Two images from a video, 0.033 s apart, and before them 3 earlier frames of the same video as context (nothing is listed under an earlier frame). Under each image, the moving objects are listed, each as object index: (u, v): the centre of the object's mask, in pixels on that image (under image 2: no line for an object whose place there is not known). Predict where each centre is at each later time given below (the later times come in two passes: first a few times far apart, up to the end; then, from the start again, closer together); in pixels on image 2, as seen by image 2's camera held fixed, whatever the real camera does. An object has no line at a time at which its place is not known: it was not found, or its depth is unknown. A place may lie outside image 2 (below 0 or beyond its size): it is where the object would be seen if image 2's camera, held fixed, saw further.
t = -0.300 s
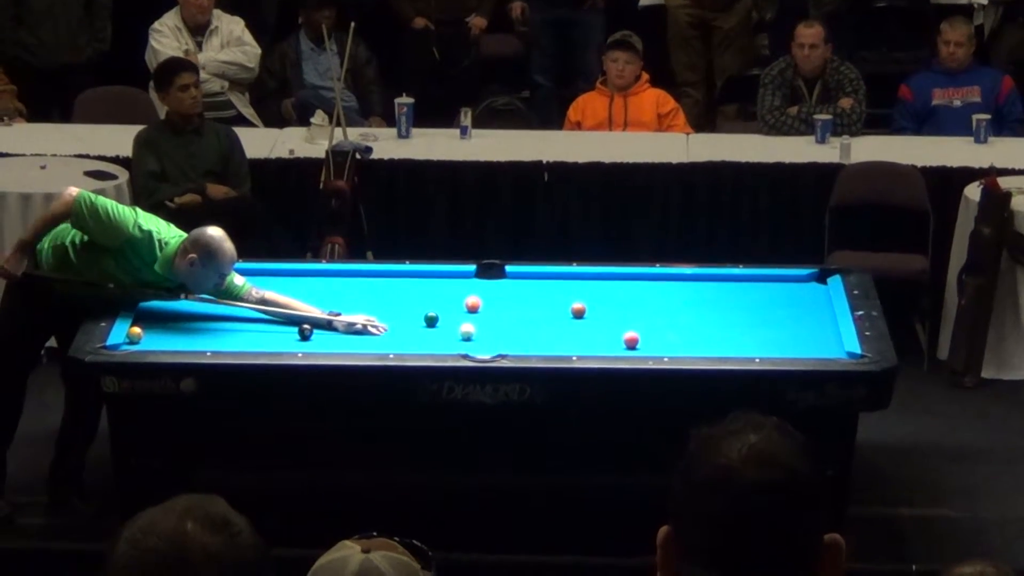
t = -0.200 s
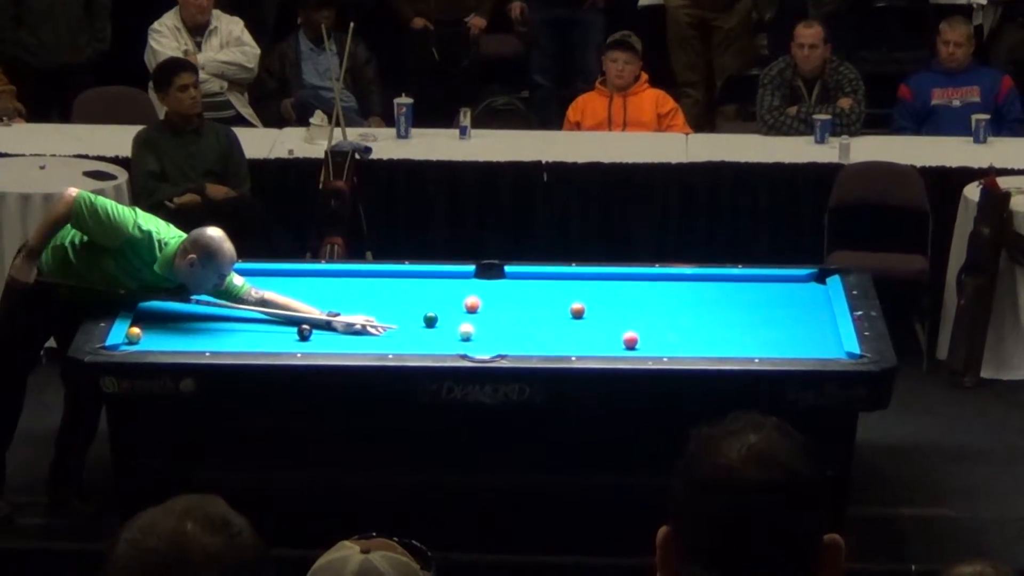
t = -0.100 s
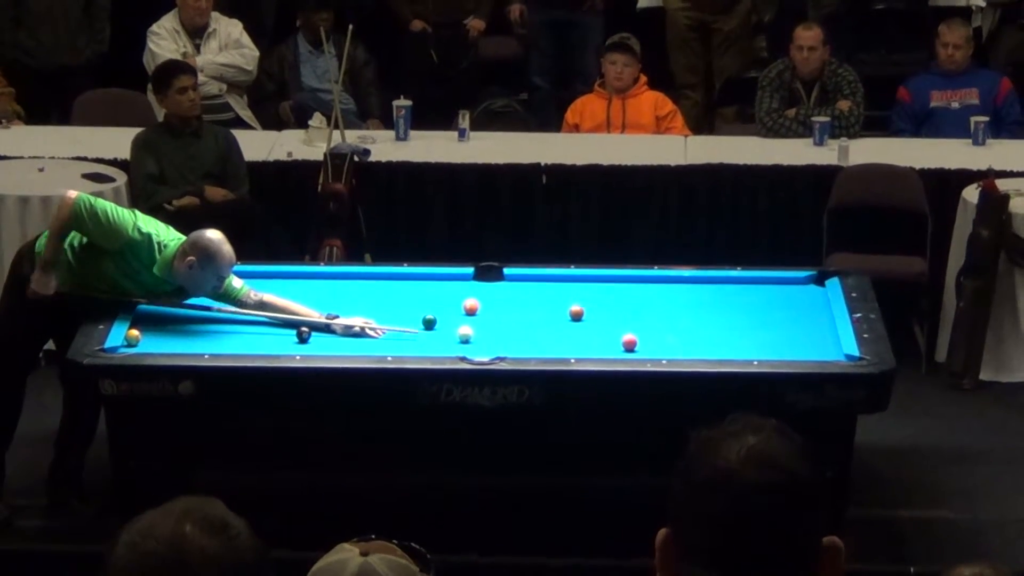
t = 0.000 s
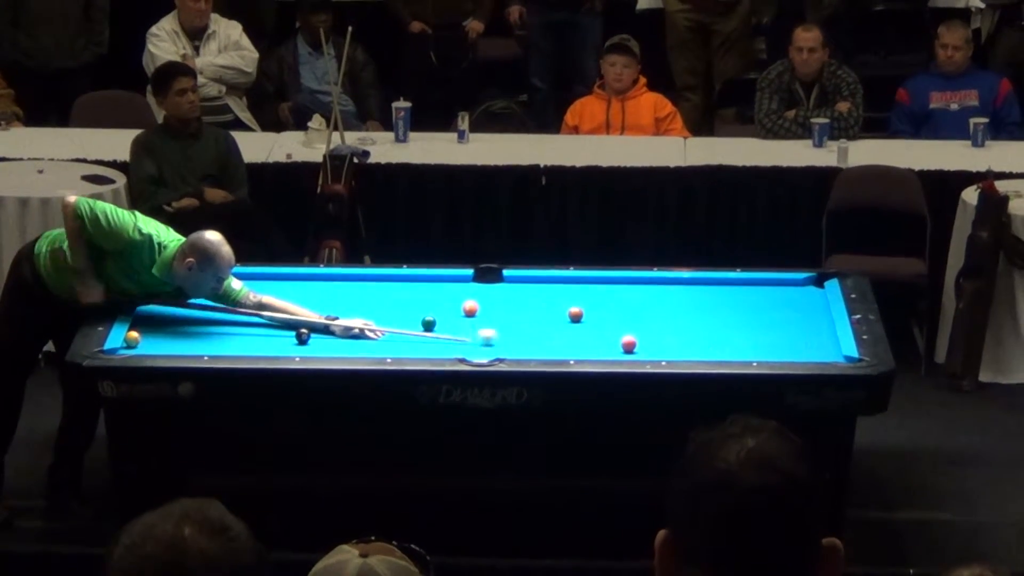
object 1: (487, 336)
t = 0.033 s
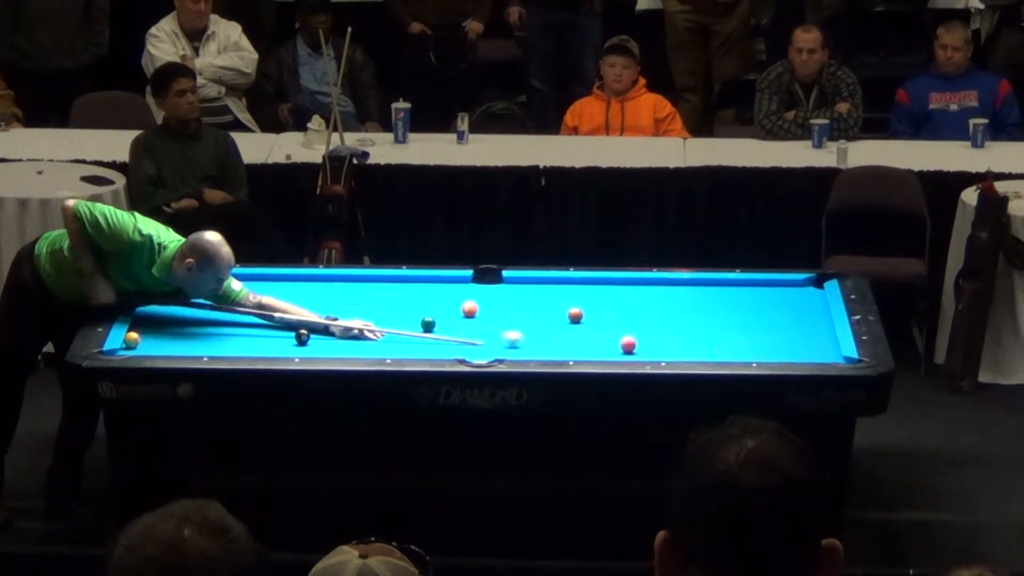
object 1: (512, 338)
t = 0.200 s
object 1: (612, 343)
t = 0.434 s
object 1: (608, 341)
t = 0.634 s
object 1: (605, 338)
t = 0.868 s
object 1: (603, 336)
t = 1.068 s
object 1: (600, 335)
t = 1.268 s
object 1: (598, 333)
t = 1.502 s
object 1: (596, 331)
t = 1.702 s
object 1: (594, 330)
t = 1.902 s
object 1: (593, 329)
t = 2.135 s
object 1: (592, 328)
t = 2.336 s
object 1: (591, 327)
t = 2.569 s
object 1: (590, 326)
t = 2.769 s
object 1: (589, 327)
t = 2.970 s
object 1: (589, 327)
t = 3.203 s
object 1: (589, 327)
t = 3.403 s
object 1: (589, 327)
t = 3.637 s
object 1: (589, 327)
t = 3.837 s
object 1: (589, 327)
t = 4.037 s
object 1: (589, 327)
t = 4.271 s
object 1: (589, 326)
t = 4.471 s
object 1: (590, 327)
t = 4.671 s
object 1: (589, 327)
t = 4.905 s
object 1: (589, 327)
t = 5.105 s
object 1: (589, 327)
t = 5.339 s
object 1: (589, 327)
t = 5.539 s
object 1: (589, 327)
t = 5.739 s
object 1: (589, 327)
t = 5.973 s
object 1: (589, 327)
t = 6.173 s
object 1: (589, 327)
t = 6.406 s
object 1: (589, 327)
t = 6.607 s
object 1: (589, 327)
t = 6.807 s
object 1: (589, 327)
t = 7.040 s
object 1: (589, 327)
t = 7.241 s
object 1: (589, 327)
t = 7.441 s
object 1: (589, 327)
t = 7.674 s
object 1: (589, 327)
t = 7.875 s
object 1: (589, 327)
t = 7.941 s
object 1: (589, 327)
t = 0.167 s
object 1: (608, 343)
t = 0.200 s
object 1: (612, 343)
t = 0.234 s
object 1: (612, 343)
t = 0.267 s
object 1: (612, 343)
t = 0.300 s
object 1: (611, 342)
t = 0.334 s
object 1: (610, 342)
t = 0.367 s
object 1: (610, 341)
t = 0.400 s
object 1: (609, 341)
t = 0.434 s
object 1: (608, 341)
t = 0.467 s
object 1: (608, 340)
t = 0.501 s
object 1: (608, 340)
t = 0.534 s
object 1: (607, 339)
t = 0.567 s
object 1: (606, 339)
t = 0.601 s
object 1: (606, 339)
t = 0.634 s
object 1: (605, 338)
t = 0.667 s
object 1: (605, 338)
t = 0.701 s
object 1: (605, 338)
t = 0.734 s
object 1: (604, 338)
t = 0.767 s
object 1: (604, 337)
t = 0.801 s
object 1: (603, 337)
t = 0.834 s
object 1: (603, 336)
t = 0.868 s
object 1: (603, 336)
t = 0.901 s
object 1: (602, 336)
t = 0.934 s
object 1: (602, 335)
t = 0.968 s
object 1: (601, 335)
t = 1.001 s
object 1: (601, 335)
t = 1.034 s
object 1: (601, 335)
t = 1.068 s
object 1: (600, 335)
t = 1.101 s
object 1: (600, 334)
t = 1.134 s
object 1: (600, 334)
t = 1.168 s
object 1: (599, 334)
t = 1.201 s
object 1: (599, 333)
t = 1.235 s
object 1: (599, 333)
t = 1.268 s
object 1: (598, 333)
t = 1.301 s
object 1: (598, 332)
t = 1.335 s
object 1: (598, 332)
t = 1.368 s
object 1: (597, 332)
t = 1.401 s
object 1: (597, 332)
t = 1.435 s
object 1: (597, 332)
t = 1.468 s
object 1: (596, 331)
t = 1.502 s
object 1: (596, 331)
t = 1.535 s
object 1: (596, 331)
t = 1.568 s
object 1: (595, 331)
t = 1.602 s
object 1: (595, 330)
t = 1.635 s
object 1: (595, 330)
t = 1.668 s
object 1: (594, 330)
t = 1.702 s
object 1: (594, 330)
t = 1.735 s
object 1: (594, 330)
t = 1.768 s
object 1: (594, 330)
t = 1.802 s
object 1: (593, 330)
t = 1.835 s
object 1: (593, 329)
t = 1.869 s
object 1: (593, 329)
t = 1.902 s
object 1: (593, 329)
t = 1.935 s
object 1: (593, 329)
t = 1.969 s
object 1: (593, 328)
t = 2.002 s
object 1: (593, 328)
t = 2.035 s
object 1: (593, 328)
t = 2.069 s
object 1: (593, 328)
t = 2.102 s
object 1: (592, 328)
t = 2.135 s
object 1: (592, 328)
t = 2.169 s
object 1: (592, 328)
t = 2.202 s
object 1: (592, 328)
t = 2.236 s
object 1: (592, 327)
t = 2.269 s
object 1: (592, 327)
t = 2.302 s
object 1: (592, 327)
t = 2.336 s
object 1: (591, 327)
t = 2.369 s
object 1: (591, 327)
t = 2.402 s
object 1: (591, 327)
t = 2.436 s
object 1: (591, 327)
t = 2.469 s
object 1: (591, 327)
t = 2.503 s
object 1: (590, 327)
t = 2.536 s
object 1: (590, 326)
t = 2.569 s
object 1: (590, 326)
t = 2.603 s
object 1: (590, 326)
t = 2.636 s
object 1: (590, 326)
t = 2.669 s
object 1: (590, 326)
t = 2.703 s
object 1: (590, 327)
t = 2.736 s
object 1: (589, 327)
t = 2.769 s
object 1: (589, 327)
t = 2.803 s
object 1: (589, 327)
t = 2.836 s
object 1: (589, 327)
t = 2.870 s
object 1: (589, 327)
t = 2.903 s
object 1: (589, 327)
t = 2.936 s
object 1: (589, 327)
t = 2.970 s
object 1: (589, 327)
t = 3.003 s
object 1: (589, 327)
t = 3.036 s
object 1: (589, 327)
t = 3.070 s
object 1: (589, 326)
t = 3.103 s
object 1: (589, 327)
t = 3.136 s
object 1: (589, 327)
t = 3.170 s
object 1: (589, 327)
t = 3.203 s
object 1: (589, 327)
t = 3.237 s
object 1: (589, 327)
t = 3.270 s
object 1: (589, 327)
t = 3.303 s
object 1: (589, 327)
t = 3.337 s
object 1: (589, 327)
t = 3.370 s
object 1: (589, 327)
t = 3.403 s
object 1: (589, 327)
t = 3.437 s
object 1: (589, 327)
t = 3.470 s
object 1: (589, 327)
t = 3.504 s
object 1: (589, 327)
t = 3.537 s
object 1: (589, 327)
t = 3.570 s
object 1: (589, 326)
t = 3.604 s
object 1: (589, 326)
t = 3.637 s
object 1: (589, 327)
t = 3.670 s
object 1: (589, 327)
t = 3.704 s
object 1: (589, 327)
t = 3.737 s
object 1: (589, 326)
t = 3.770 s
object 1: (589, 327)
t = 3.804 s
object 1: (589, 326)
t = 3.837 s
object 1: (589, 327)
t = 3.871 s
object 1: (589, 326)
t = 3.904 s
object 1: (589, 327)
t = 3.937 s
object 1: (589, 327)
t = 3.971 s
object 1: (589, 327)
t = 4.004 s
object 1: (589, 327)
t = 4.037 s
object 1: (589, 327)
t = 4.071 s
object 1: (589, 327)
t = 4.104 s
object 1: (589, 327)
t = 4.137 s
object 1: (589, 327)
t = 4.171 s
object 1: (589, 327)
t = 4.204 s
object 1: (589, 326)
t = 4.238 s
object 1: (589, 327)
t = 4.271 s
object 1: (589, 326)
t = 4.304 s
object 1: (589, 327)
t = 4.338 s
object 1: (589, 327)
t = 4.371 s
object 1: (589, 327)
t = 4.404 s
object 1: (589, 326)
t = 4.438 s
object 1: (589, 327)
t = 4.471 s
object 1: (590, 327)
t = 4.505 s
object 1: (589, 327)
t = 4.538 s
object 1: (590, 327)
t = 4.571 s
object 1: (589, 327)
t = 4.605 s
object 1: (590, 327)
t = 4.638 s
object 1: (589, 327)
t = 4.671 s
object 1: (589, 327)
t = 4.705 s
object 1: (589, 327)
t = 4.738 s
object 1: (589, 327)
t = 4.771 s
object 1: (589, 327)
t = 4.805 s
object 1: (589, 327)
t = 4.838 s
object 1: (589, 327)
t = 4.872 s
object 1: (589, 327)
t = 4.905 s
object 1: (589, 327)
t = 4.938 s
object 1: (589, 327)
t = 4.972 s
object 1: (589, 327)
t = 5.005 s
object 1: (589, 327)
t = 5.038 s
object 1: (589, 327)
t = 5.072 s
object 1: (589, 327)
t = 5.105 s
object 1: (589, 327)
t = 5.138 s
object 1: (589, 327)
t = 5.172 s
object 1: (589, 327)
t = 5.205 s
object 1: (589, 326)
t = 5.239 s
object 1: (589, 327)
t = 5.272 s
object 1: (589, 327)
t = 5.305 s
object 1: (589, 327)
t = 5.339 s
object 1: (589, 327)
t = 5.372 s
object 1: (589, 327)
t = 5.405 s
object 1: (589, 327)
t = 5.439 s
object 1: (589, 327)
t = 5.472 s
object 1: (589, 327)
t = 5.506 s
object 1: (589, 327)
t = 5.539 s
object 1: (589, 327)
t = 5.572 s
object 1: (589, 327)
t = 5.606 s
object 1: (589, 327)
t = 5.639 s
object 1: (589, 327)
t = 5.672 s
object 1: (589, 327)
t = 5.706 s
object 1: (589, 327)
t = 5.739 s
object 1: (589, 327)
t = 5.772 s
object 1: (589, 327)
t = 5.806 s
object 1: (589, 327)
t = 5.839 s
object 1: (589, 327)
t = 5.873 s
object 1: (589, 327)
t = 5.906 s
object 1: (589, 327)
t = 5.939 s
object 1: (589, 327)
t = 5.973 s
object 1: (589, 327)
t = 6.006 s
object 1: (589, 327)
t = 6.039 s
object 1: (589, 327)
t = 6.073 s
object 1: (589, 327)
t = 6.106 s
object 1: (589, 327)
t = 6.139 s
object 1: (589, 327)
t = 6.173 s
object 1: (589, 327)
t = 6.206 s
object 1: (589, 327)
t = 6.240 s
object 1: (589, 327)
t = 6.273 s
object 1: (589, 327)
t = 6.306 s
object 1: (589, 327)
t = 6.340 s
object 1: (589, 327)
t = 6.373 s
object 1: (589, 327)
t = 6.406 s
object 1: (589, 327)
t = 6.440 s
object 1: (589, 327)
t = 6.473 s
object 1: (589, 327)
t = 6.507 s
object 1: (589, 327)
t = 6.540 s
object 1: (589, 327)
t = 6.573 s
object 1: (589, 327)
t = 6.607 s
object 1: (589, 327)
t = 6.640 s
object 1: (589, 327)
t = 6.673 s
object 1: (589, 327)
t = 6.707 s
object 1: (589, 327)
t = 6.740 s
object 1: (589, 327)
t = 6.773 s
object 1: (589, 327)
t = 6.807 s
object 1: (589, 327)
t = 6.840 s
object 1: (589, 327)
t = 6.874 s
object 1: (589, 327)
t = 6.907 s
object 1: (589, 327)
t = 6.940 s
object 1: (589, 327)
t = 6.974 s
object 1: (589, 327)
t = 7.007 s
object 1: (589, 327)
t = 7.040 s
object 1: (589, 327)
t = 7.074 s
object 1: (589, 327)
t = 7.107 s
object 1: (589, 327)
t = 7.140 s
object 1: (589, 327)
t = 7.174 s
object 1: (589, 327)
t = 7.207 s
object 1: (589, 327)
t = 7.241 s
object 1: (589, 327)
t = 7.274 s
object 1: (589, 327)
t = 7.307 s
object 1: (589, 327)
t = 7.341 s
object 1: (589, 327)
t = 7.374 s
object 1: (589, 327)
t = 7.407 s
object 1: (589, 327)
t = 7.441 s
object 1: (589, 327)
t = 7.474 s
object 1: (589, 327)
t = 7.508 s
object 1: (589, 327)
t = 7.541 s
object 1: (589, 327)
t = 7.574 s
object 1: (589, 327)
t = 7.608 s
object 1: (589, 327)
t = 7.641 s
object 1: (589, 327)
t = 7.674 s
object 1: (589, 327)
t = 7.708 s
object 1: (589, 327)
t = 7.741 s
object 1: (589, 327)
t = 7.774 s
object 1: (589, 327)
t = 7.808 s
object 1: (589, 327)
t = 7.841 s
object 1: (589, 327)
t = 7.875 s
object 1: (589, 327)
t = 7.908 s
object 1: (589, 327)
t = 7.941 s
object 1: (589, 327)
